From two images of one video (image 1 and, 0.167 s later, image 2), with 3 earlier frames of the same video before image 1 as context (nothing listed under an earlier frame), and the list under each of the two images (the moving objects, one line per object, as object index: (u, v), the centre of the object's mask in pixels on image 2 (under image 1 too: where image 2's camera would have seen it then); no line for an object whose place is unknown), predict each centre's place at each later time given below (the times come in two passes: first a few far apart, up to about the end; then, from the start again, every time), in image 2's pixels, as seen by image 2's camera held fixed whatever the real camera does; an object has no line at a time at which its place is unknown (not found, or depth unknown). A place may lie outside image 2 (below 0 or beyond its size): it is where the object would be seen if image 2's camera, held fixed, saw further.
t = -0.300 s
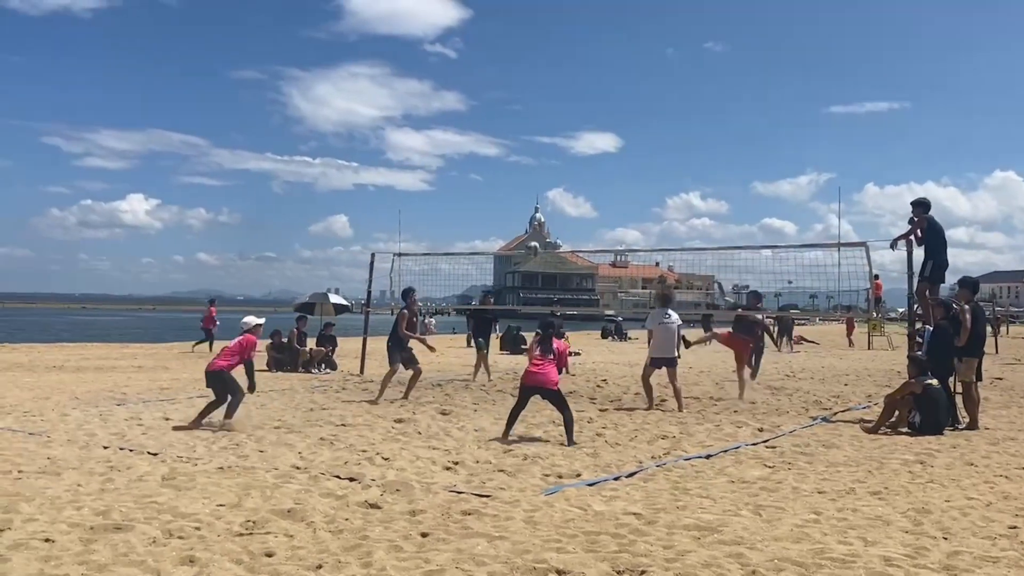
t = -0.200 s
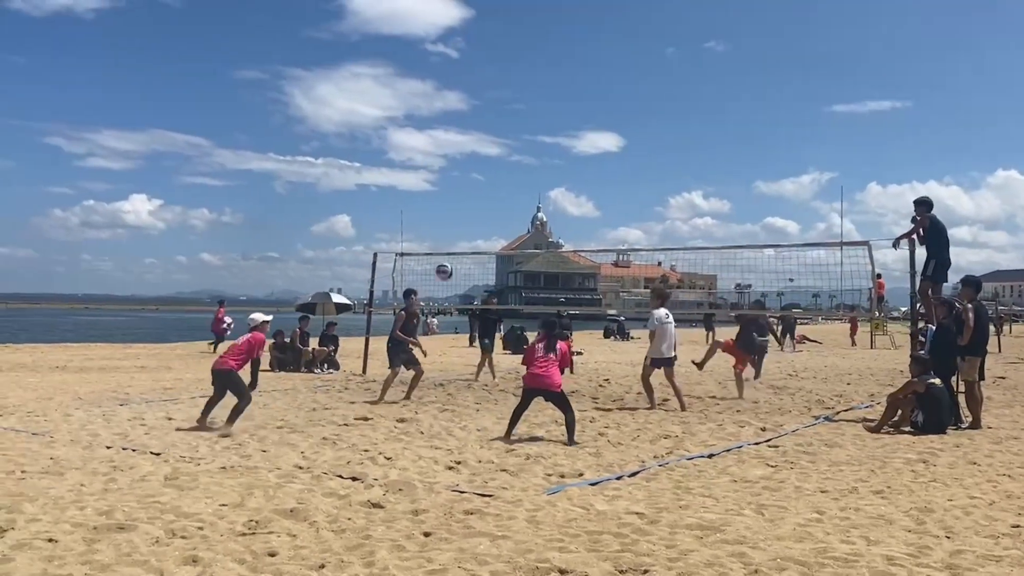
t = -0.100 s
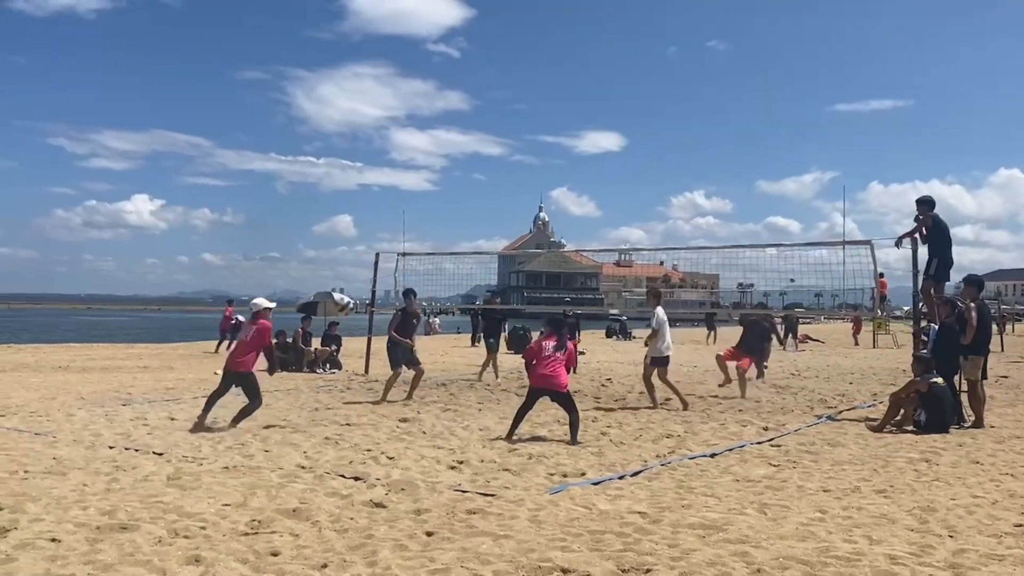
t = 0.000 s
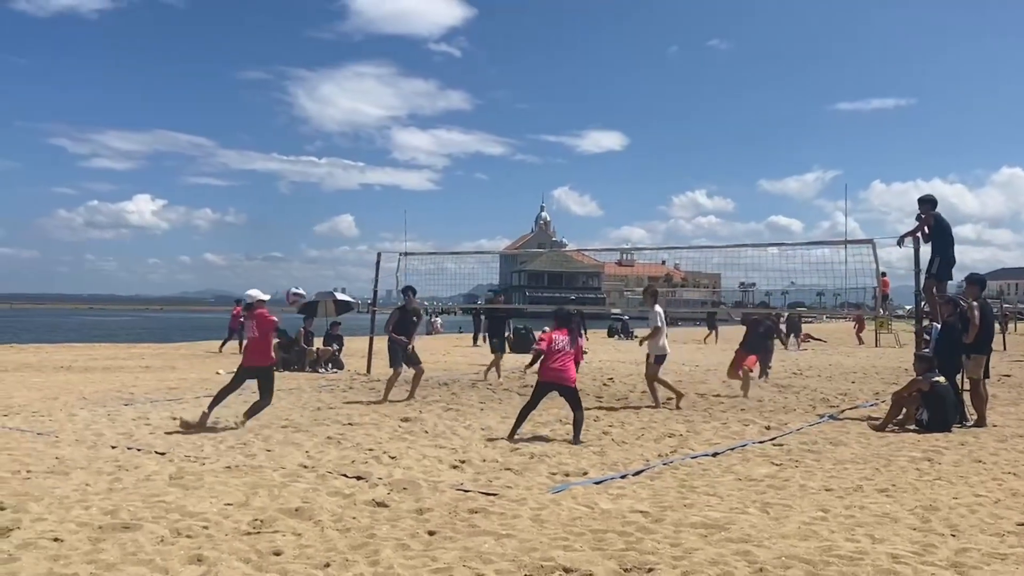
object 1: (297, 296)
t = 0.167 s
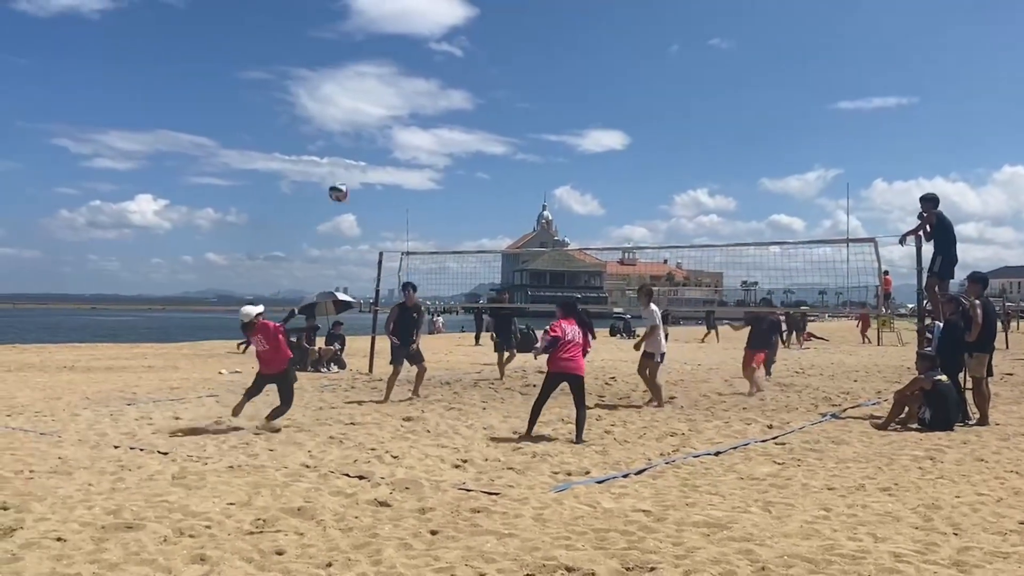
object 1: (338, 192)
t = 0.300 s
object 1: (366, 130)
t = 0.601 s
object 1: (423, 53)
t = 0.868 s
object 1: (466, 50)
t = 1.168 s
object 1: (509, 107)
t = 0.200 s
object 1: (345, 175)
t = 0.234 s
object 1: (352, 158)
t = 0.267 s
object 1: (360, 144)
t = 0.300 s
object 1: (366, 130)
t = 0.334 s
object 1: (373, 118)
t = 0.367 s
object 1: (380, 106)
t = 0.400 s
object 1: (386, 96)
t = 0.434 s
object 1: (393, 86)
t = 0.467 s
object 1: (399, 78)
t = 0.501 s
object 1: (405, 70)
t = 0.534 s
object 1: (411, 64)
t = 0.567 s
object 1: (417, 58)
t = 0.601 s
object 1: (423, 53)
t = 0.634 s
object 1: (427, 50)
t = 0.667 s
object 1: (434, 47)
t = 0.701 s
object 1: (440, 46)
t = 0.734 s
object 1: (445, 45)
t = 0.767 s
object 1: (451, 45)
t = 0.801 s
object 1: (456, 45)
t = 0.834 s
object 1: (461, 47)
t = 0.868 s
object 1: (466, 50)
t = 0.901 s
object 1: (472, 52)
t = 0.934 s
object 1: (476, 56)
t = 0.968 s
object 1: (481, 61)
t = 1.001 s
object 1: (485, 67)
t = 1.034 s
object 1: (490, 73)
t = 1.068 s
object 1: (495, 81)
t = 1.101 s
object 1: (499, 89)
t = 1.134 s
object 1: (504, 97)
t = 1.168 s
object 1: (509, 107)
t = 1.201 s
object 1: (513, 117)
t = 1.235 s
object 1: (518, 127)
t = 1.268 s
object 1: (522, 139)
